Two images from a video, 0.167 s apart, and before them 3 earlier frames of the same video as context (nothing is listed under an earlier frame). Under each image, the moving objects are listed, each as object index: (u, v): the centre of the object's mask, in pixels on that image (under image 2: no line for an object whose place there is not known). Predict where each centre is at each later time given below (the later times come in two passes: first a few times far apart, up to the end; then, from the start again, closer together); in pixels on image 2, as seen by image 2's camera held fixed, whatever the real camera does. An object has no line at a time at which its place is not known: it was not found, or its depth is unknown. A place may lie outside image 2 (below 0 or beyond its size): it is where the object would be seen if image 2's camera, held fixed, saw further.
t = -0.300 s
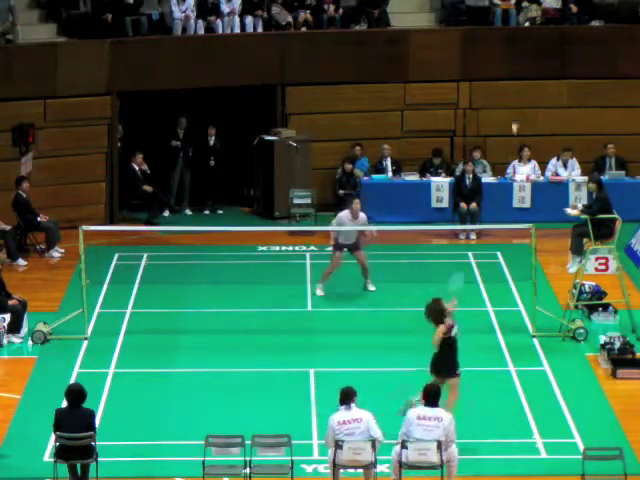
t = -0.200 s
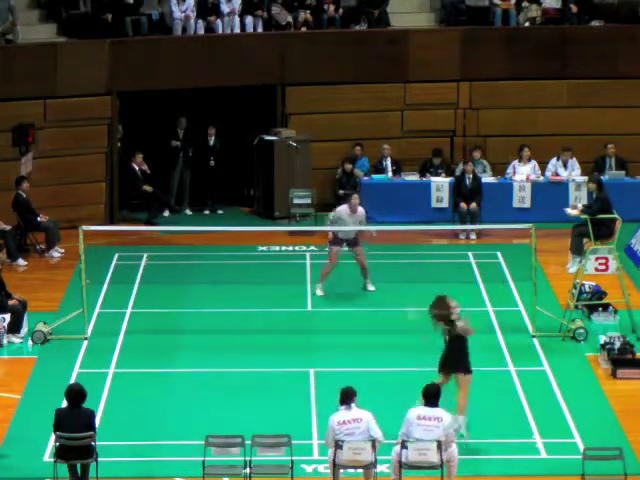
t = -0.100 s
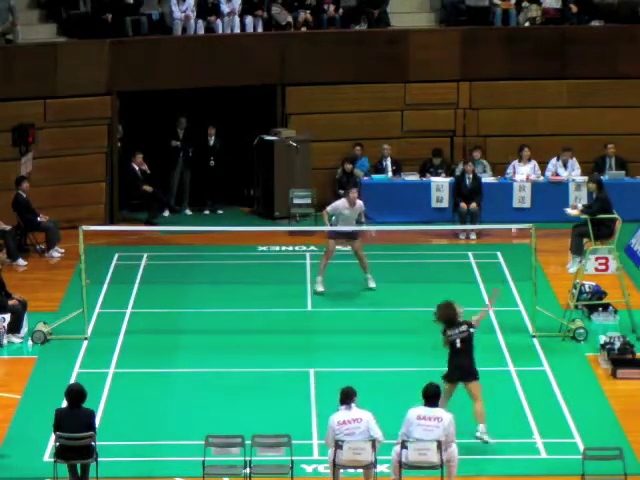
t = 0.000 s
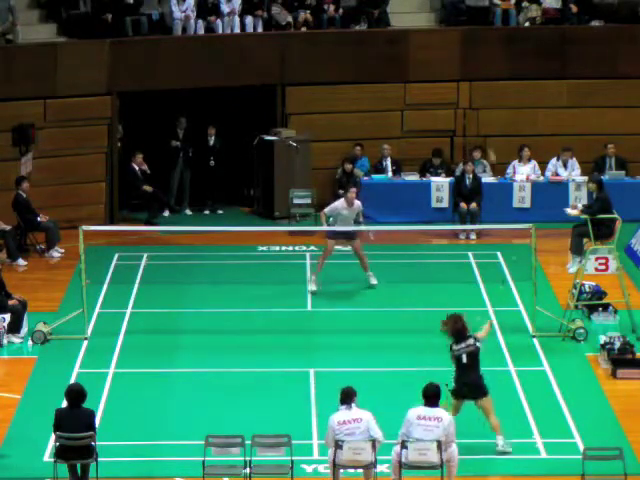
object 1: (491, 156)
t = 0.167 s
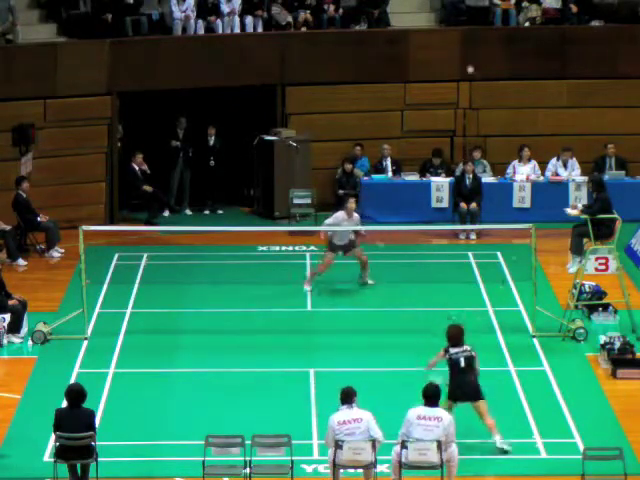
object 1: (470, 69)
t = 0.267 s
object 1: (463, 48)
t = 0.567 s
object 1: (454, 42)
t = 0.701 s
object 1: (453, 57)
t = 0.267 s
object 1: (463, 48)
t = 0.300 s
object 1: (461, 44)
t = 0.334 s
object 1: (460, 41)
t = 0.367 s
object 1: (459, 39)
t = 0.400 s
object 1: (458, 38)
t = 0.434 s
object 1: (456, 38)
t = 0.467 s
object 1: (456, 37)
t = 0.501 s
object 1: (455, 39)
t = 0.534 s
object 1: (455, 40)
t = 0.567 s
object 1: (454, 42)
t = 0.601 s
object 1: (454, 45)
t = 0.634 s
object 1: (453, 48)
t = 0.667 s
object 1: (453, 52)
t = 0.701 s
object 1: (453, 57)
